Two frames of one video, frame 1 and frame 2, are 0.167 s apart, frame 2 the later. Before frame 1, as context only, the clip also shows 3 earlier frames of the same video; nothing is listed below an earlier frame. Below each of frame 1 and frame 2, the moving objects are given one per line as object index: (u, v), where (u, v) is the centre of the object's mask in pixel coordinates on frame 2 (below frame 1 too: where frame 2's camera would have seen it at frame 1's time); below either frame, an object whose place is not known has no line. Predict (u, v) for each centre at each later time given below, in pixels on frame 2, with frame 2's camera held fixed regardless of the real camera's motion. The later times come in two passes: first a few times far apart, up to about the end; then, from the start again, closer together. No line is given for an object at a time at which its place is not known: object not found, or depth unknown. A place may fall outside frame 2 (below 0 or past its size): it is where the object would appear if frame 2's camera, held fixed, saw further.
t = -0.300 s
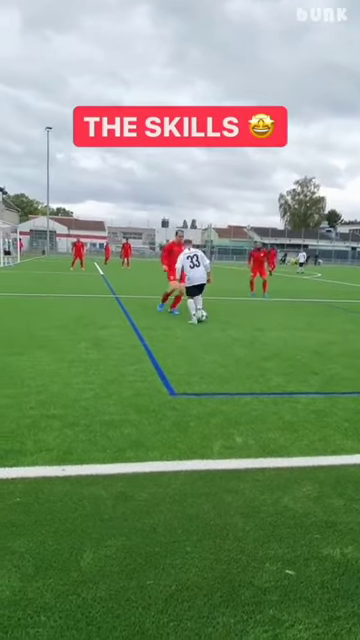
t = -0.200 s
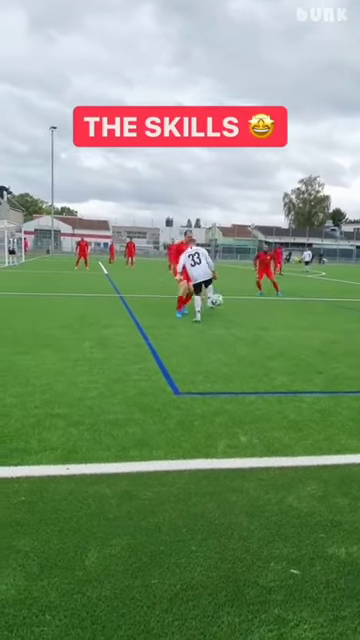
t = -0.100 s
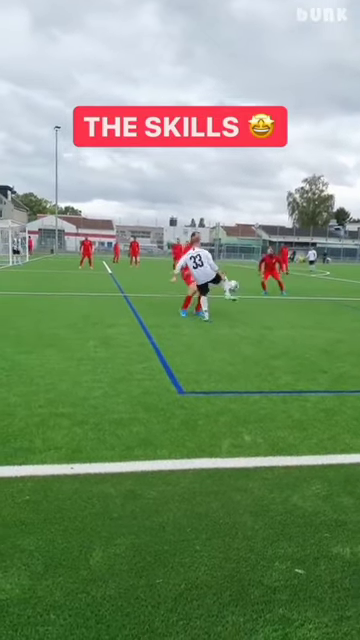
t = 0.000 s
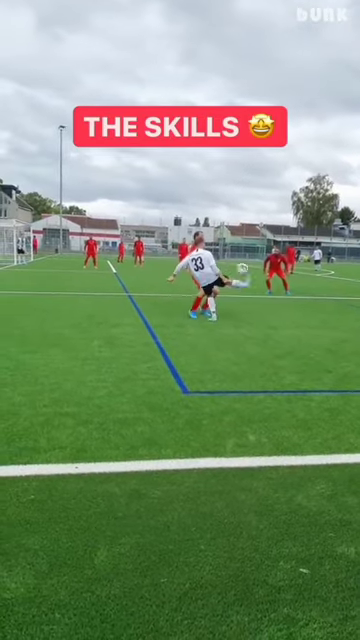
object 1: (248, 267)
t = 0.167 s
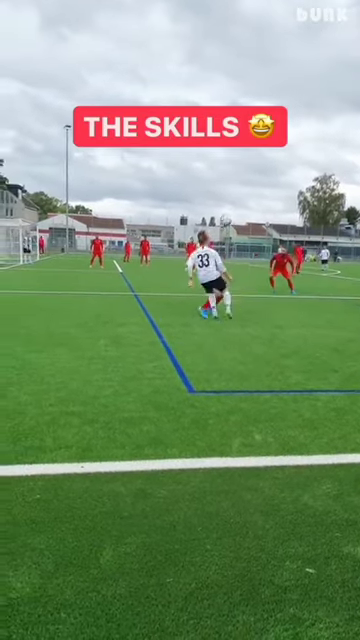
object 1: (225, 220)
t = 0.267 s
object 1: (210, 198)
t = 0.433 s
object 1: (186, 174)
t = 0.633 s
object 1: (155, 164)
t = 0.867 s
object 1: (122, 181)
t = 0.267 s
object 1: (210, 198)
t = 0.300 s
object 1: (205, 192)
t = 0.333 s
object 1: (200, 186)
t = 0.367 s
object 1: (195, 181)
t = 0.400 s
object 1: (190, 177)
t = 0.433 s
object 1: (186, 174)
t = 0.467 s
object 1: (181, 170)
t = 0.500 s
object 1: (176, 169)
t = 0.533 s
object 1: (170, 168)
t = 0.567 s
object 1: (165, 166)
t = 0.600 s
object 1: (161, 164)
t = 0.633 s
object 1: (155, 164)
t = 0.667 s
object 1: (150, 165)
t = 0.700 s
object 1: (146, 167)
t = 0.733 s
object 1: (141, 168)
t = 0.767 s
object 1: (135, 170)
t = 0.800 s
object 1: (131, 174)
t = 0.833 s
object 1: (127, 177)
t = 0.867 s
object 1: (122, 181)
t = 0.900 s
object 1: (117, 186)
